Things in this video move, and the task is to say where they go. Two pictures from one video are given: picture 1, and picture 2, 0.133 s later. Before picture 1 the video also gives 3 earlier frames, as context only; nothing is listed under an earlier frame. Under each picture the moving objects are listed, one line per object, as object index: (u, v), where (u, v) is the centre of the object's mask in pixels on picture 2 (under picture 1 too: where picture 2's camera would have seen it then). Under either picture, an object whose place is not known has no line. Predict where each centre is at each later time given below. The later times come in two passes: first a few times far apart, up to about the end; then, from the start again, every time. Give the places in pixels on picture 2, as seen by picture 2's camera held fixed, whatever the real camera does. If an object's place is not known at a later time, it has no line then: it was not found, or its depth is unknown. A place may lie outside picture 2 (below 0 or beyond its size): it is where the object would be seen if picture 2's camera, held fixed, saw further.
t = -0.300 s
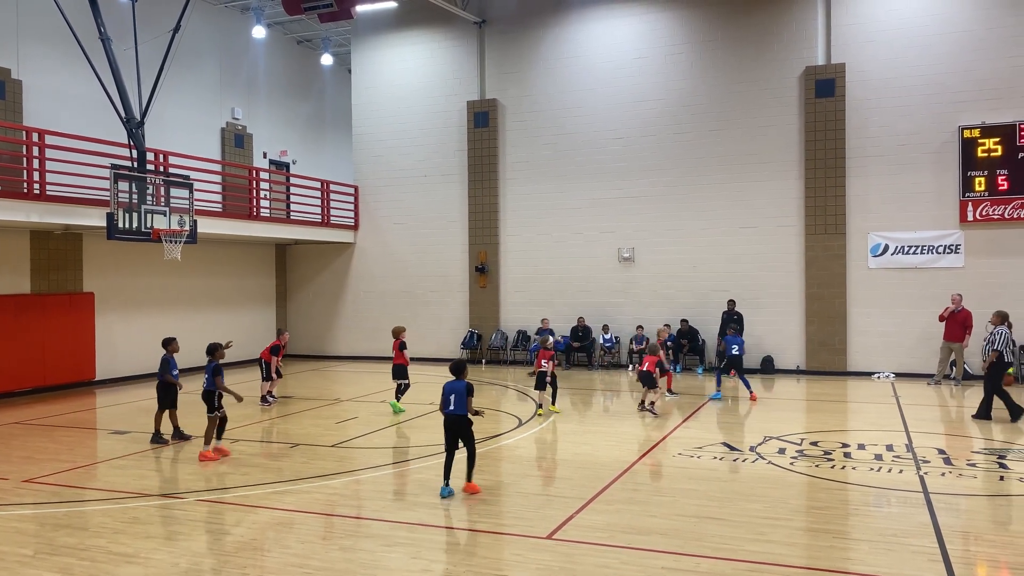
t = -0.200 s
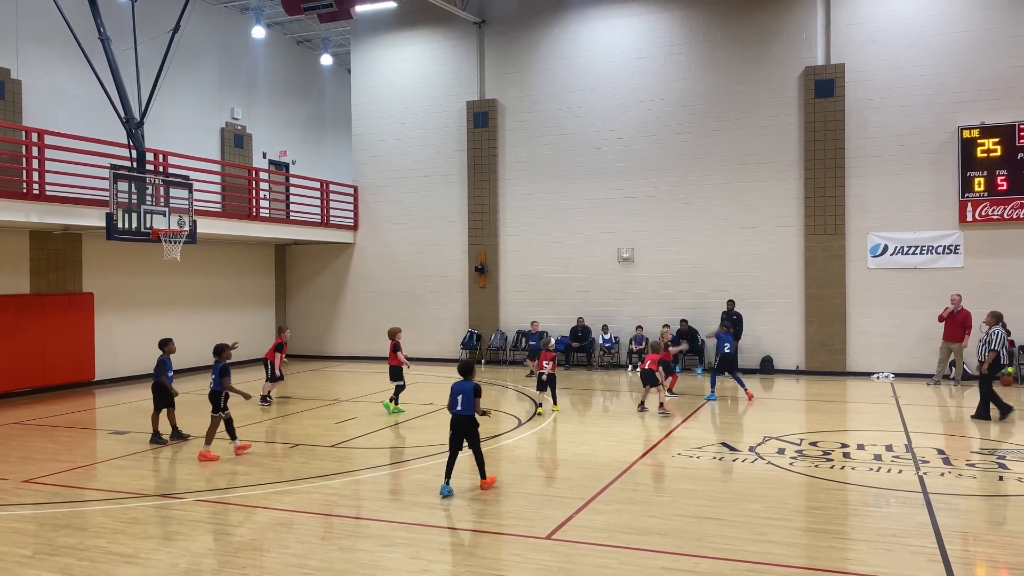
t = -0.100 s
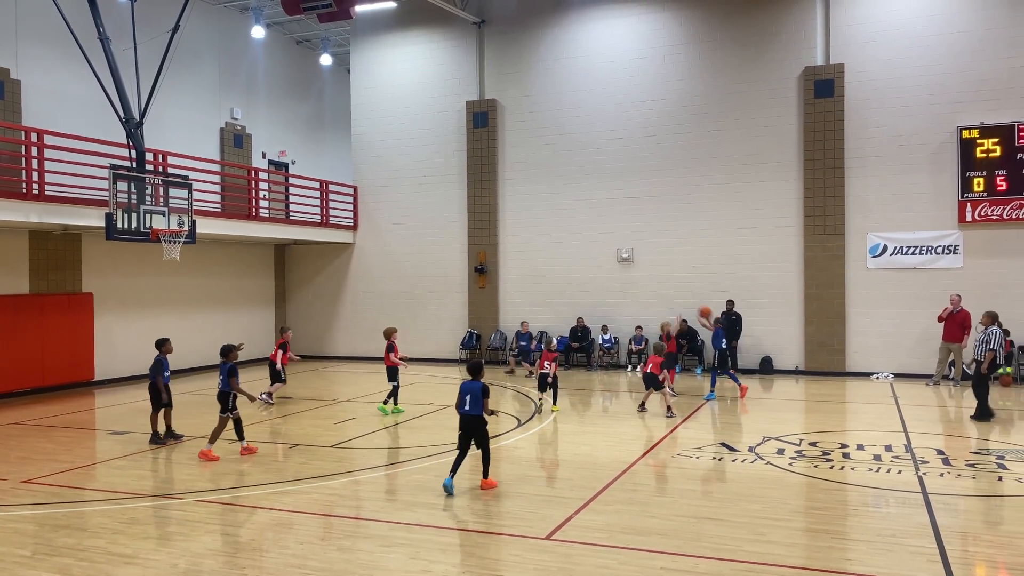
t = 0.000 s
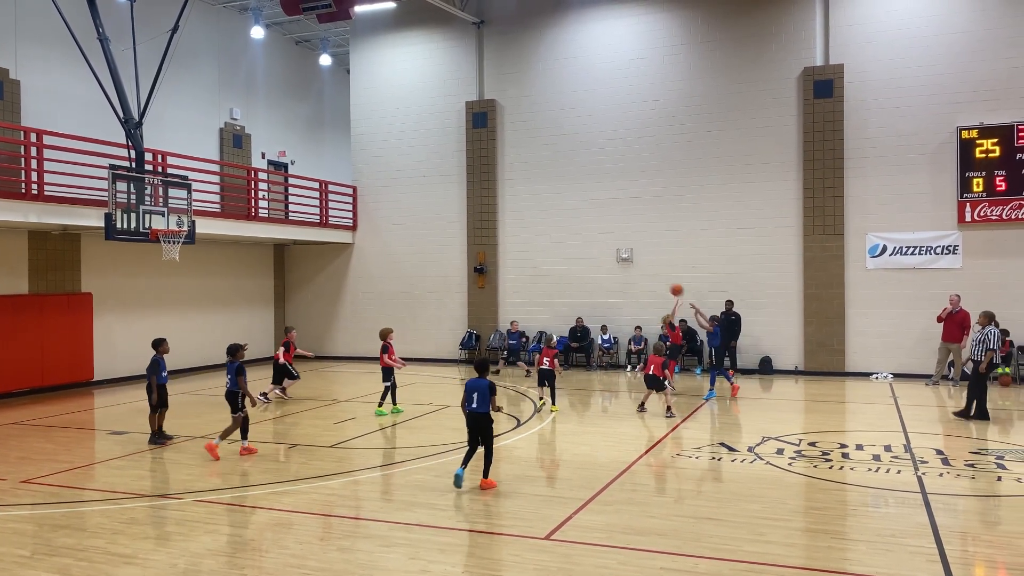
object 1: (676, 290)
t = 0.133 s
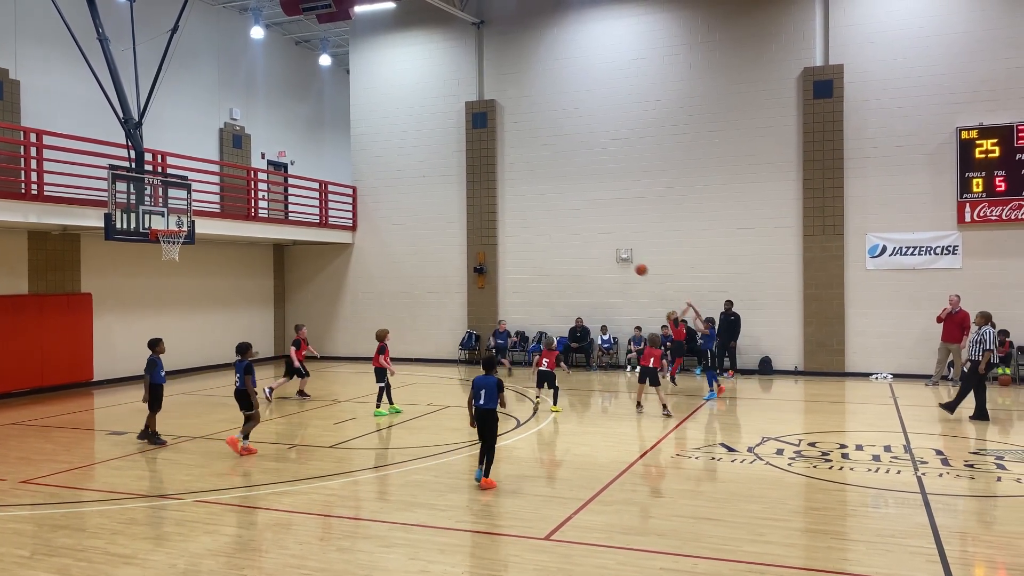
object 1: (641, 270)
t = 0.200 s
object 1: (624, 263)
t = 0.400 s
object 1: (576, 257)
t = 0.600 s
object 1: (533, 271)
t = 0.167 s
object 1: (633, 266)
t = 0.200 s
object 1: (624, 263)
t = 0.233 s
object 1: (616, 261)
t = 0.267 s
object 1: (608, 259)
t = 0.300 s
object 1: (600, 258)
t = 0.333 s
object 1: (592, 257)
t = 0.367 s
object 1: (584, 257)
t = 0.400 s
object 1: (576, 257)
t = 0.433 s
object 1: (569, 258)
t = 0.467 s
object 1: (561, 260)
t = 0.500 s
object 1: (554, 262)
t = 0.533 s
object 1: (547, 264)
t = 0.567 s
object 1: (540, 267)
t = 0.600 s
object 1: (533, 271)
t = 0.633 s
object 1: (526, 275)
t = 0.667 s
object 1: (519, 279)
